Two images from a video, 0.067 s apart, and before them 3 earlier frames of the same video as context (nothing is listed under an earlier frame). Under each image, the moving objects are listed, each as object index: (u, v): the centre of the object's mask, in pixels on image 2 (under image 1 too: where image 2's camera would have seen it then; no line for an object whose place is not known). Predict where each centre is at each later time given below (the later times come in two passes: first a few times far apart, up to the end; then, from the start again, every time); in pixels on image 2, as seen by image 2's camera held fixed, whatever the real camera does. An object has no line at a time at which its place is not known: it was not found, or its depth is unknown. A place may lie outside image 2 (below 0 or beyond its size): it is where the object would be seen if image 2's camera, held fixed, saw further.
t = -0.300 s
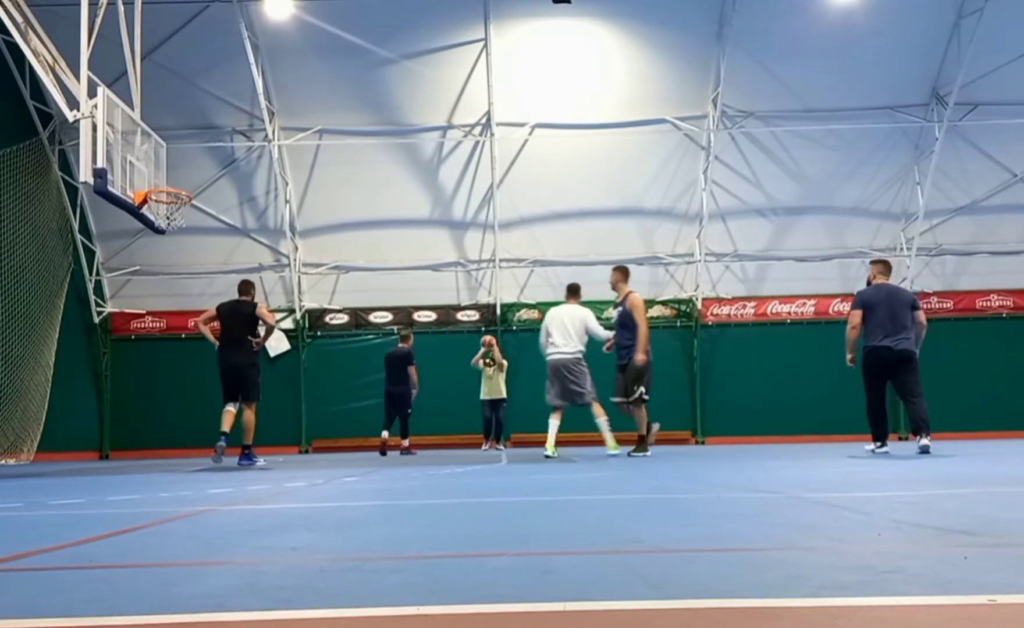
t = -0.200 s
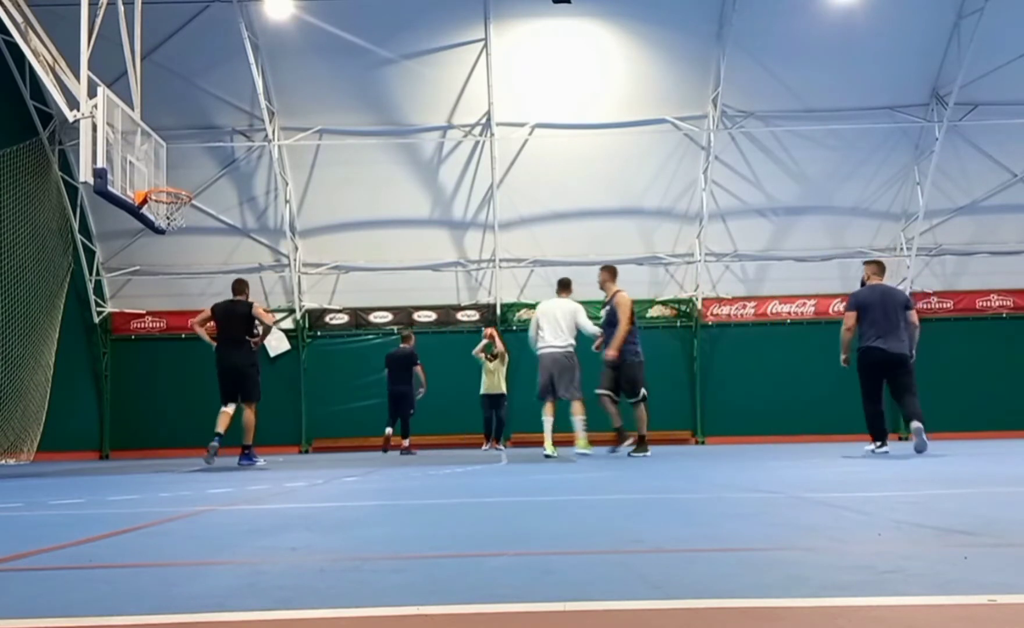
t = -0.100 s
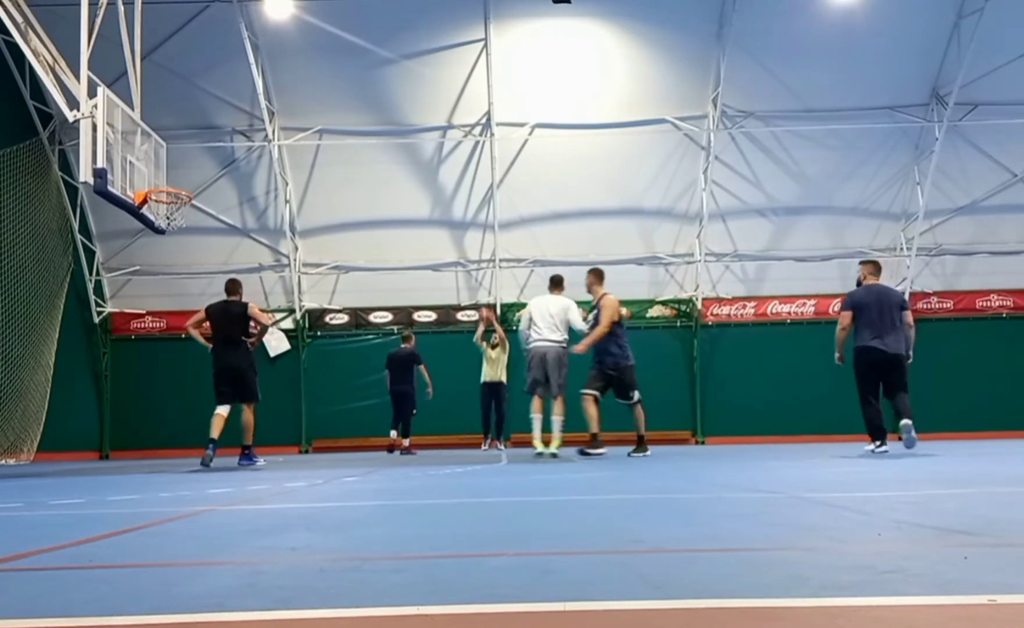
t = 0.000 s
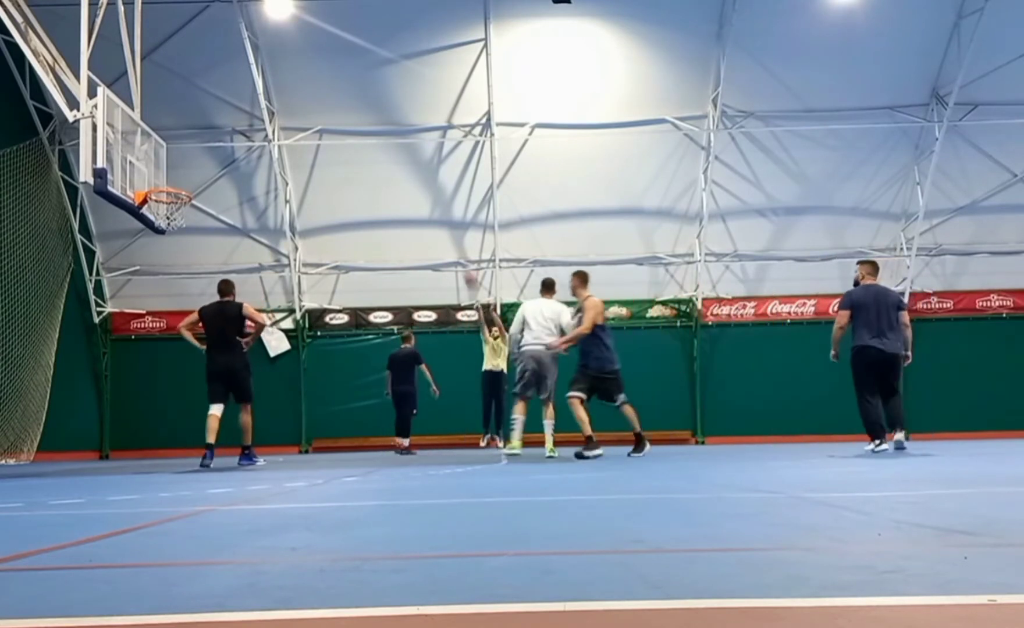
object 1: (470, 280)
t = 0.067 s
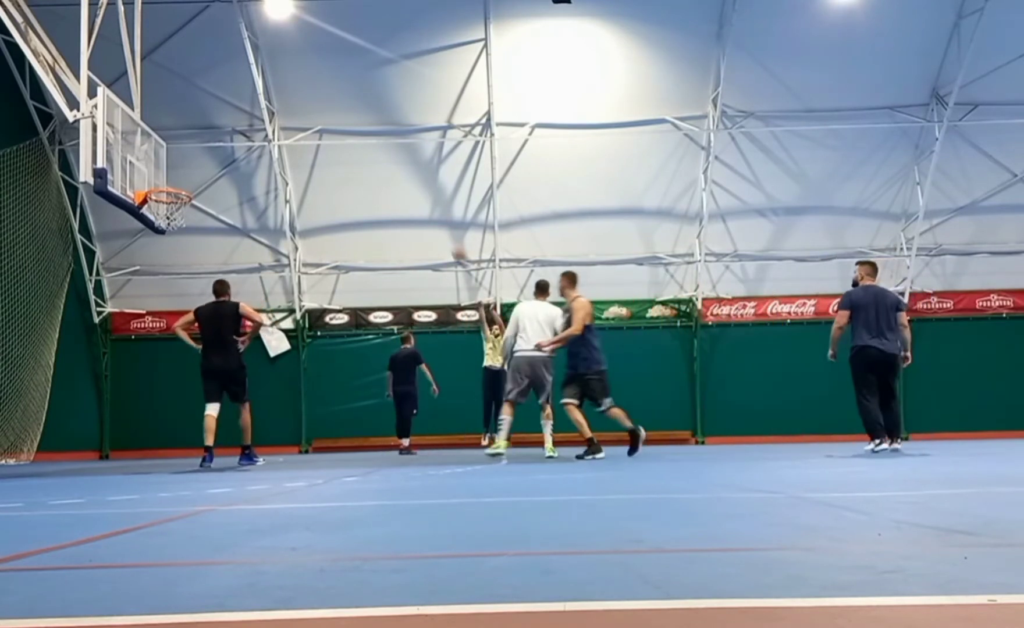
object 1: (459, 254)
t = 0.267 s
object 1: (420, 189)
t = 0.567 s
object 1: (355, 125)
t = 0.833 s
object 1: (289, 112)
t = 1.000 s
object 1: (243, 130)
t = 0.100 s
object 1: (453, 244)
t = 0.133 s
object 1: (446, 231)
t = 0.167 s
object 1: (440, 221)
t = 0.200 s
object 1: (433, 209)
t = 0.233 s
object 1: (427, 199)
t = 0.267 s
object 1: (420, 189)
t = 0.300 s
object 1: (413, 180)
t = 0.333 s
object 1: (406, 171)
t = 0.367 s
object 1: (399, 163)
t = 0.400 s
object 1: (392, 155)
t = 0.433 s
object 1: (385, 148)
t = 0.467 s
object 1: (378, 141)
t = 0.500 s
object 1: (371, 136)
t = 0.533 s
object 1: (364, 131)
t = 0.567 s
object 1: (355, 125)
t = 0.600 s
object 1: (348, 121)
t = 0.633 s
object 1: (340, 118)
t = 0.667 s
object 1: (332, 115)
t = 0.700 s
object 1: (324, 113)
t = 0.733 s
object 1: (315, 112)
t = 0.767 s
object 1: (307, 111)
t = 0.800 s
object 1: (298, 111)
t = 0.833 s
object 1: (289, 112)
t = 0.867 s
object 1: (279, 114)
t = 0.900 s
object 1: (271, 116)
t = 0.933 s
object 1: (261, 120)
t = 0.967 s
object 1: (252, 124)
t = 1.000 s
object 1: (243, 130)
